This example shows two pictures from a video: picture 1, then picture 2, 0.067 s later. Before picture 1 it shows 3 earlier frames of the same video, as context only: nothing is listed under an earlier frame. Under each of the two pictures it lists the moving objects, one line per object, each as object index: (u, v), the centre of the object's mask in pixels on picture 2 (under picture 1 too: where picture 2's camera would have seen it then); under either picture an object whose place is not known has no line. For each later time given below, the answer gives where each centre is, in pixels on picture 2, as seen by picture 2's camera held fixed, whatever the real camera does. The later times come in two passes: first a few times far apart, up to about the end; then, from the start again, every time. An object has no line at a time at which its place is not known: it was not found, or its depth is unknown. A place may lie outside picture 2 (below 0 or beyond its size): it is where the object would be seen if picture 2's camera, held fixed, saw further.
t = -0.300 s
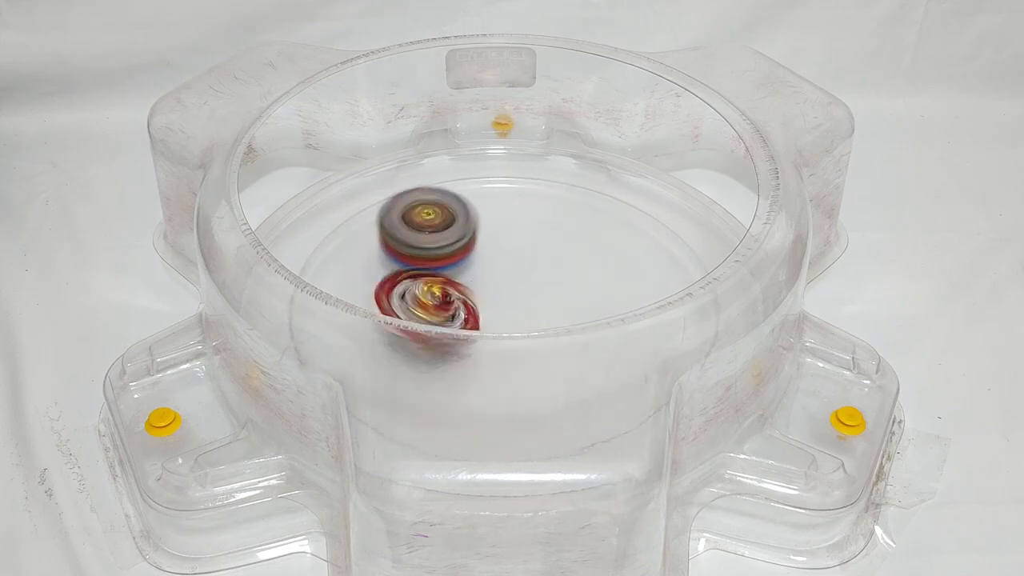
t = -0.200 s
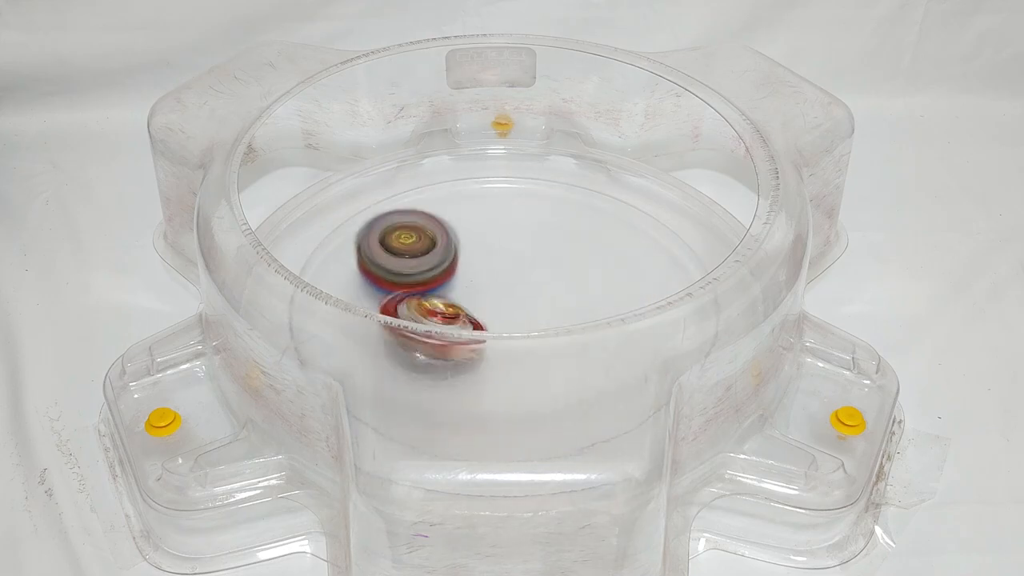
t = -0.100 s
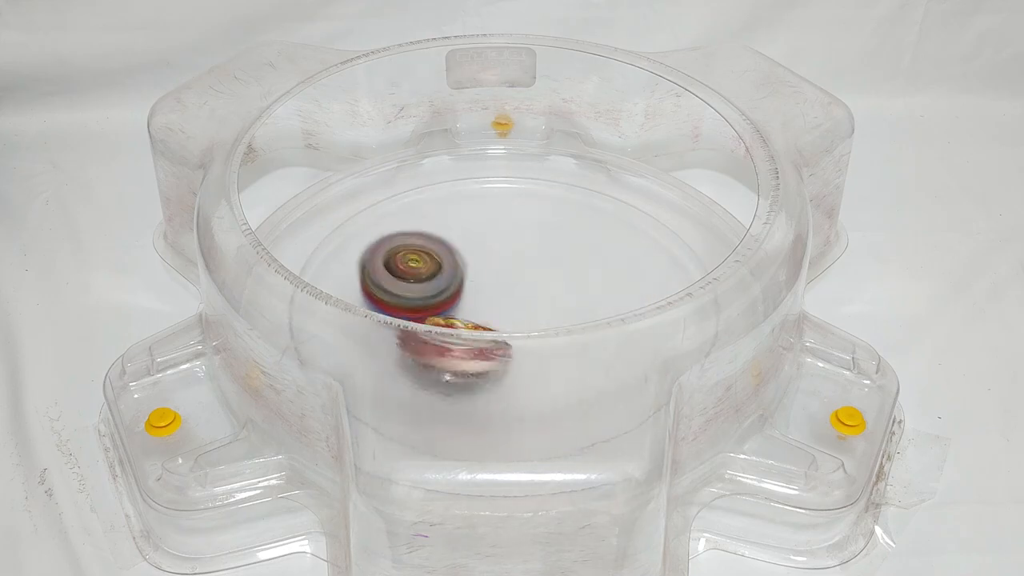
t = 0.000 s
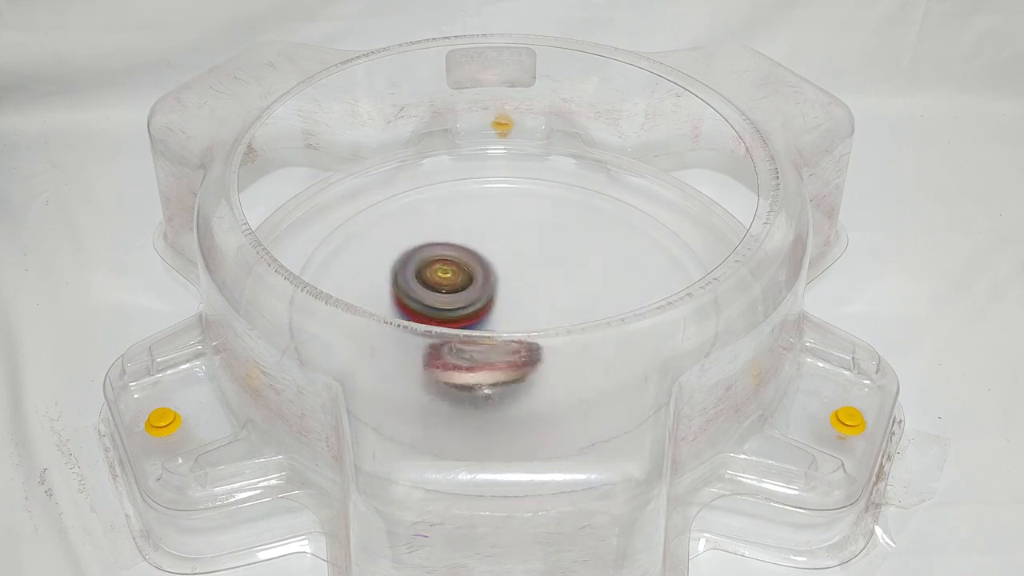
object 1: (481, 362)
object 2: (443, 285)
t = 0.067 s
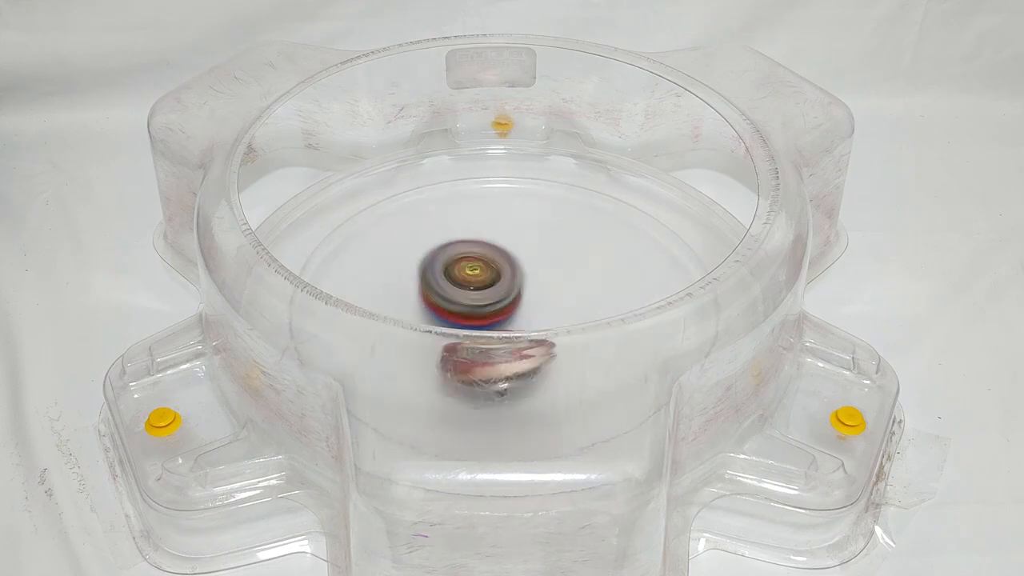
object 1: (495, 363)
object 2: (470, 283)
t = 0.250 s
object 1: (520, 329)
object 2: (517, 248)
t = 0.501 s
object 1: (588, 292)
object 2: (474, 218)
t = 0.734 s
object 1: (590, 298)
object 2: (475, 279)
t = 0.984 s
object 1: (626, 332)
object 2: (515, 285)
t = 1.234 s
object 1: (585, 323)
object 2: (519, 259)
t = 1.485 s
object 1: (547, 358)
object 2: (441, 213)
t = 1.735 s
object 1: (480, 307)
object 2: (393, 268)
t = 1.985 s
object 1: (516, 288)
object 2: (408, 309)
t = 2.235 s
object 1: (608, 265)
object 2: (417, 323)
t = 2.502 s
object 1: (592, 290)
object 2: (392, 355)
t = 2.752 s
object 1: (545, 285)
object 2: (437, 314)
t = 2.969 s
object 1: (557, 279)
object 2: (409, 286)
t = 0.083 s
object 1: (494, 363)
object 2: (477, 282)
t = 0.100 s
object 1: (495, 361)
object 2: (483, 279)
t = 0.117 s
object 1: (496, 360)
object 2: (489, 276)
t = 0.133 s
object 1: (495, 361)
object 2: (494, 273)
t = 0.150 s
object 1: (502, 351)
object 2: (499, 270)
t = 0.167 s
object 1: (503, 348)
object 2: (503, 267)
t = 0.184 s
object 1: (505, 344)
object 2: (507, 263)
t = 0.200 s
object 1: (508, 341)
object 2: (511, 259)
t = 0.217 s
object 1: (510, 340)
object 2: (513, 255)
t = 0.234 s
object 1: (517, 332)
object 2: (515, 252)
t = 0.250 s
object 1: (520, 329)
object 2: (517, 248)
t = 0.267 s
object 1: (528, 315)
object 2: (518, 244)
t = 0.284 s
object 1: (530, 313)
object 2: (518, 240)
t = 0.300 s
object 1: (534, 312)
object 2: (517, 237)
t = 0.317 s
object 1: (537, 309)
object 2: (516, 233)
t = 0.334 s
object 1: (543, 307)
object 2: (515, 229)
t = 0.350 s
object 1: (549, 304)
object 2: (513, 226)
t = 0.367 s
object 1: (555, 301)
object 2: (510, 223)
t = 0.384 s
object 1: (562, 298)
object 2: (507, 221)
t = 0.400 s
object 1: (566, 297)
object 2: (503, 218)
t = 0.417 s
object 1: (572, 296)
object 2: (499, 217)
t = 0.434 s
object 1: (577, 294)
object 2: (495, 215)
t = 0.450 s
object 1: (580, 294)
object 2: (489, 215)
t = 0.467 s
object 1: (584, 293)
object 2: (484, 215)
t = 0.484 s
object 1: (587, 293)
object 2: (479, 216)
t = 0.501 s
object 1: (588, 292)
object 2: (474, 218)
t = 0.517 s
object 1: (590, 293)
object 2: (469, 220)
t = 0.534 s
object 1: (590, 293)
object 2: (465, 223)
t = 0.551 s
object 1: (590, 293)
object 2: (461, 226)
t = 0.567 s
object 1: (590, 294)
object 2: (459, 231)
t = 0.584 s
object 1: (590, 294)
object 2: (456, 235)
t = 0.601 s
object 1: (590, 294)
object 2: (455, 240)
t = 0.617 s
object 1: (590, 295)
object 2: (454, 245)
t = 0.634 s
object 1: (590, 295)
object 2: (455, 251)
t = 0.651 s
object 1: (591, 296)
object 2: (456, 256)
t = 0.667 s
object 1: (591, 296)
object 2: (458, 261)
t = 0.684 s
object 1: (590, 296)
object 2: (461, 266)
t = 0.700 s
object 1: (589, 297)
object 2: (465, 271)
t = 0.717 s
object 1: (590, 297)
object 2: (469, 274)
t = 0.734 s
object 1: (590, 298)
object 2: (475, 279)
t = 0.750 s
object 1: (589, 298)
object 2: (480, 282)
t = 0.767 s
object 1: (590, 298)
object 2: (484, 284)
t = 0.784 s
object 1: (597, 297)
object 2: (483, 284)
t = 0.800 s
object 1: (602, 294)
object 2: (483, 284)
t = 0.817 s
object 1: (604, 294)
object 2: (484, 284)
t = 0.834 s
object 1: (612, 309)
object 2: (486, 285)
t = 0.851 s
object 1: (617, 312)
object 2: (488, 286)
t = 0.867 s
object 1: (618, 313)
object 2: (492, 286)
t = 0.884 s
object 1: (621, 315)
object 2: (497, 288)
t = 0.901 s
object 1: (620, 314)
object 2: (501, 288)
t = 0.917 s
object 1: (618, 315)
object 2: (506, 289)
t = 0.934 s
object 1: (616, 314)
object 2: (512, 289)
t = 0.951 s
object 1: (616, 316)
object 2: (516, 290)
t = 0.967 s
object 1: (618, 316)
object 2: (516, 287)
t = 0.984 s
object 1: (626, 332)
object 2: (515, 285)
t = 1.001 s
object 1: (633, 327)
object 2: (515, 283)
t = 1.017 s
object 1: (638, 330)
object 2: (516, 281)
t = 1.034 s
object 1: (639, 332)
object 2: (517, 278)
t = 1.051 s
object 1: (642, 338)
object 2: (519, 276)
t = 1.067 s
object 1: (639, 338)
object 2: (521, 274)
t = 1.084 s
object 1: (636, 338)
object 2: (523, 273)
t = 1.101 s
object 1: (629, 339)
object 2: (524, 271)
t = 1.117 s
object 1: (623, 335)
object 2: (525, 269)
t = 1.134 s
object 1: (620, 334)
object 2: (526, 267)
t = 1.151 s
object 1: (616, 335)
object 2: (526, 265)
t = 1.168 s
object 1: (610, 334)
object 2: (525, 264)
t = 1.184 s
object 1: (604, 332)
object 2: (525, 262)
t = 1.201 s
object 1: (598, 331)
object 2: (523, 261)
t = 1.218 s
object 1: (592, 332)
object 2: (521, 260)
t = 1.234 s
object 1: (585, 323)
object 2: (519, 259)
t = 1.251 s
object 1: (582, 324)
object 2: (517, 258)
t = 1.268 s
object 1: (575, 319)
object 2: (514, 258)
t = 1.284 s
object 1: (570, 316)
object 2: (511, 257)
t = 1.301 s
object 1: (567, 318)
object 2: (507, 252)
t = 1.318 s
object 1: (567, 325)
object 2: (500, 244)
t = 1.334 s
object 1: (566, 334)
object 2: (493, 236)
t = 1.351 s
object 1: (567, 339)
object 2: (487, 229)
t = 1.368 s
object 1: (565, 343)
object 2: (481, 223)
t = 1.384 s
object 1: (563, 349)
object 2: (475, 219)
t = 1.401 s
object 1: (562, 352)
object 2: (469, 215)
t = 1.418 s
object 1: (559, 355)
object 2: (463, 214)
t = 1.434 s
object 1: (556, 357)
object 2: (458, 213)
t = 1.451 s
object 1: (553, 359)
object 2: (452, 213)
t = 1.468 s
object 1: (550, 358)
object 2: (447, 213)
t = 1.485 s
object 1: (547, 358)
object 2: (441, 213)
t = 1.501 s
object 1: (543, 358)
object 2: (435, 214)
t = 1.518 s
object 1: (538, 358)
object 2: (429, 216)
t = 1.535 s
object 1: (534, 358)
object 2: (424, 218)
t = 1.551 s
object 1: (529, 357)
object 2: (419, 221)
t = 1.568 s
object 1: (523, 355)
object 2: (414, 223)
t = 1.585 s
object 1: (517, 353)
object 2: (409, 227)
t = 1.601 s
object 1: (511, 351)
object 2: (405, 230)
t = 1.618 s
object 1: (505, 348)
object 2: (401, 234)
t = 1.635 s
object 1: (497, 345)
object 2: (398, 238)
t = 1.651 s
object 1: (492, 341)
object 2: (396, 243)
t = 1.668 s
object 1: (487, 331)
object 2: (394, 247)
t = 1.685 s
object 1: (483, 330)
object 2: (393, 252)
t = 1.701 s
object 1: (481, 322)
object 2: (392, 257)
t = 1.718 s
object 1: (484, 309)
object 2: (393, 262)
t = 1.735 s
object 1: (480, 307)
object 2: (393, 268)
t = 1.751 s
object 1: (483, 305)
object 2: (394, 271)
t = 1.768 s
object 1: (484, 300)
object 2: (394, 272)
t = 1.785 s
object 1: (489, 297)
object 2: (394, 275)
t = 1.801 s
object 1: (493, 295)
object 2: (392, 276)
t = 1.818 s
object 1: (498, 294)
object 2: (391, 278)
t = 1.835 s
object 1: (501, 292)
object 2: (391, 279)
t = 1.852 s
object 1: (505, 291)
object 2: (390, 281)
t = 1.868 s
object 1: (508, 290)
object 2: (390, 282)
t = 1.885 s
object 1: (510, 289)
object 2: (391, 284)
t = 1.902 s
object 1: (511, 288)
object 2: (392, 286)
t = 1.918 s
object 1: (513, 288)
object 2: (394, 288)
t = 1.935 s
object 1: (514, 289)
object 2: (394, 299)
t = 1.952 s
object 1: (515, 289)
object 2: (398, 303)
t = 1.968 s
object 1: (516, 288)
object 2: (402, 306)
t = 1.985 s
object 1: (516, 288)
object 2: (408, 309)
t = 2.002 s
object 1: (517, 288)
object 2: (413, 311)
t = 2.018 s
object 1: (518, 287)
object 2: (419, 312)
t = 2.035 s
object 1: (523, 287)
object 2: (423, 315)
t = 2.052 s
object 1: (527, 286)
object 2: (426, 317)
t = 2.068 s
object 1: (529, 286)
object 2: (431, 318)
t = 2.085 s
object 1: (531, 285)
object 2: (437, 319)
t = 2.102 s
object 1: (532, 285)
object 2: (442, 319)
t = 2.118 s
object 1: (533, 284)
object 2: (446, 320)
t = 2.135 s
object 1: (534, 283)
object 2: (452, 319)
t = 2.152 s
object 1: (536, 282)
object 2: (455, 319)
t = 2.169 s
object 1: (552, 272)
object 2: (446, 320)
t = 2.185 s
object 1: (566, 266)
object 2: (437, 323)
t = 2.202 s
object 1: (581, 265)
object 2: (429, 323)
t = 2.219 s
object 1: (595, 267)
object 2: (422, 323)
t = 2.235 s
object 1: (608, 265)
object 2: (417, 323)
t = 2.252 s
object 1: (620, 262)
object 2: (412, 329)
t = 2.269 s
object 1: (628, 262)
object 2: (411, 322)
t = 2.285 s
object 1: (636, 263)
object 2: (404, 328)
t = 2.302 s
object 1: (641, 263)
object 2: (402, 330)
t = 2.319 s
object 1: (644, 265)
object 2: (399, 330)
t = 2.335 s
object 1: (646, 266)
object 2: (396, 332)
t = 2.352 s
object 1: (645, 268)
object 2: (393, 333)
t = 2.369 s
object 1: (644, 269)
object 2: (391, 335)
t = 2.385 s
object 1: (641, 272)
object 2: (389, 337)
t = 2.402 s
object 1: (637, 275)
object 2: (387, 339)
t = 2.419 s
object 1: (631, 278)
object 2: (386, 340)
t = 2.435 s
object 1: (625, 281)
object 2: (386, 342)
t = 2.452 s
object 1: (616, 284)
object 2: (387, 343)
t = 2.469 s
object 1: (608, 286)
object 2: (388, 345)
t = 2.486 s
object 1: (599, 288)
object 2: (391, 347)
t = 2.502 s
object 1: (592, 290)
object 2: (392, 355)
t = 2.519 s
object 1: (584, 292)
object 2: (399, 349)
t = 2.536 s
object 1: (576, 293)
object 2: (404, 349)
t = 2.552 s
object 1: (569, 294)
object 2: (409, 348)
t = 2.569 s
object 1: (564, 293)
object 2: (414, 347)
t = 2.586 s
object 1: (559, 291)
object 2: (420, 345)
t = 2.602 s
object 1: (554, 290)
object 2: (424, 343)
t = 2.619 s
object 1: (550, 289)
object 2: (429, 339)
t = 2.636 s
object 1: (546, 288)
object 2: (433, 336)
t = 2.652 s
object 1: (543, 287)
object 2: (438, 327)
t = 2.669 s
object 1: (540, 287)
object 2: (442, 328)
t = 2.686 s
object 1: (538, 287)
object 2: (444, 326)
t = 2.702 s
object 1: (538, 287)
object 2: (446, 323)
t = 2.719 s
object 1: (539, 284)
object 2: (442, 318)
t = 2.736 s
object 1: (541, 286)
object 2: (439, 316)
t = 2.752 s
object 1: (545, 285)
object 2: (437, 314)
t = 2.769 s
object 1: (548, 285)
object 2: (434, 312)
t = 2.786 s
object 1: (551, 285)
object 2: (432, 311)
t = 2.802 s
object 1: (553, 285)
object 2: (432, 300)
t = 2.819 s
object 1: (555, 284)
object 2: (427, 305)
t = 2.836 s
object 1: (556, 284)
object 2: (427, 297)
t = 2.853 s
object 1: (557, 283)
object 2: (424, 295)
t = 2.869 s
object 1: (558, 282)
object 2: (422, 294)
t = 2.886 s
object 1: (558, 282)
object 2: (419, 293)
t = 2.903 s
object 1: (558, 281)
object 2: (417, 291)
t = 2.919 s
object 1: (558, 281)
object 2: (415, 290)
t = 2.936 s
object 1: (558, 280)
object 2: (413, 288)
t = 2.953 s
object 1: (558, 280)
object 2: (411, 287)
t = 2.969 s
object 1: (557, 279)
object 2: (409, 286)
